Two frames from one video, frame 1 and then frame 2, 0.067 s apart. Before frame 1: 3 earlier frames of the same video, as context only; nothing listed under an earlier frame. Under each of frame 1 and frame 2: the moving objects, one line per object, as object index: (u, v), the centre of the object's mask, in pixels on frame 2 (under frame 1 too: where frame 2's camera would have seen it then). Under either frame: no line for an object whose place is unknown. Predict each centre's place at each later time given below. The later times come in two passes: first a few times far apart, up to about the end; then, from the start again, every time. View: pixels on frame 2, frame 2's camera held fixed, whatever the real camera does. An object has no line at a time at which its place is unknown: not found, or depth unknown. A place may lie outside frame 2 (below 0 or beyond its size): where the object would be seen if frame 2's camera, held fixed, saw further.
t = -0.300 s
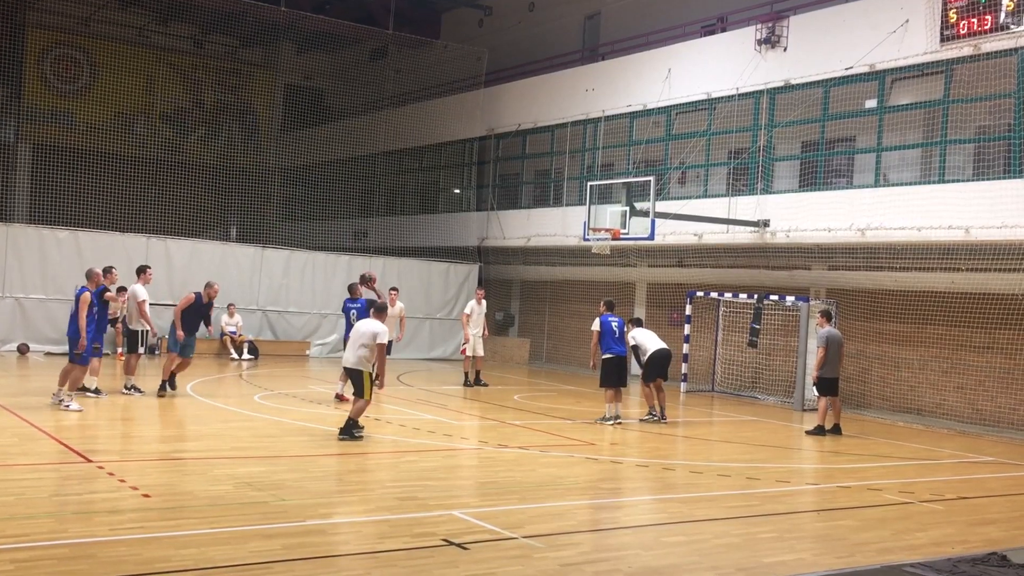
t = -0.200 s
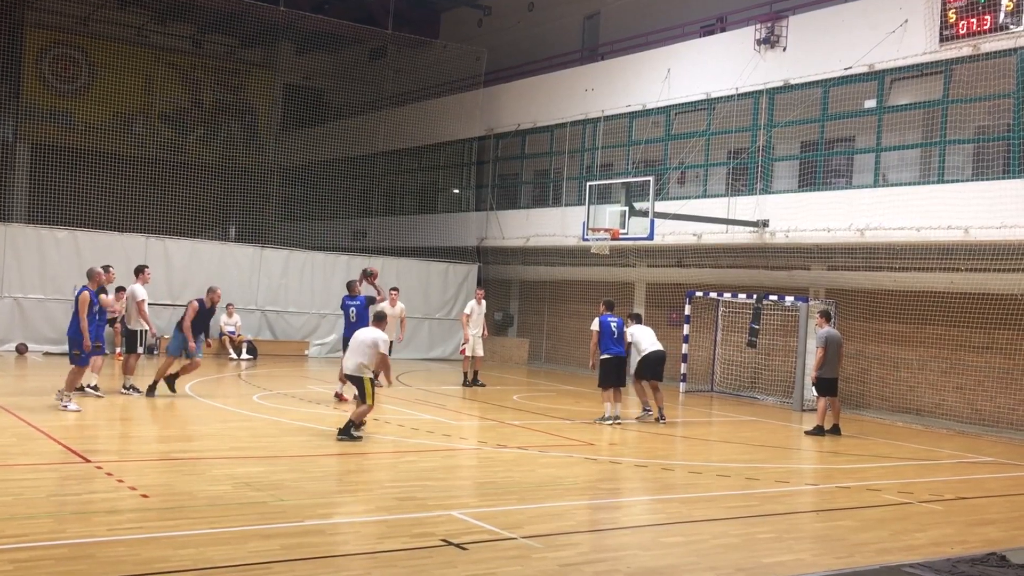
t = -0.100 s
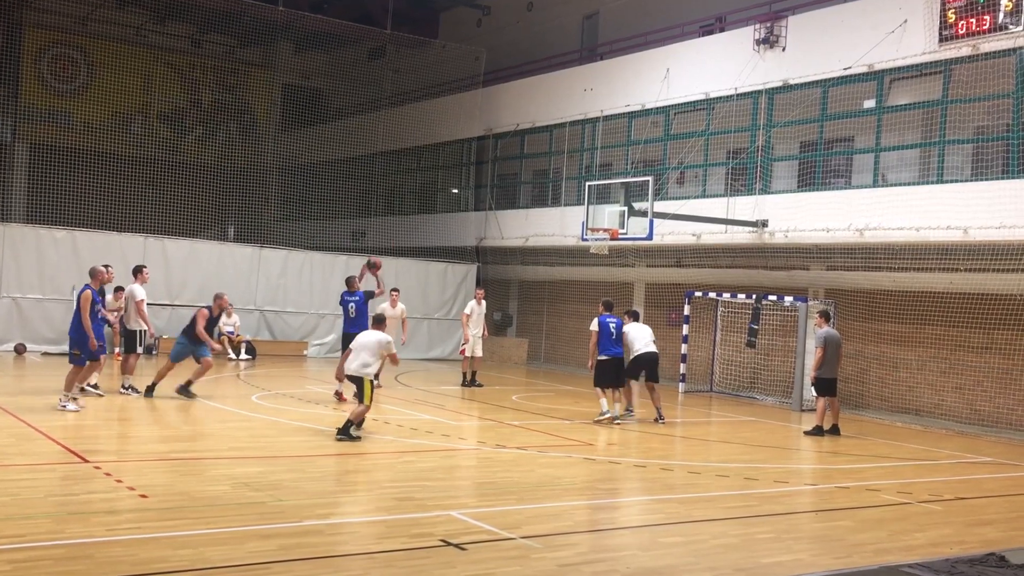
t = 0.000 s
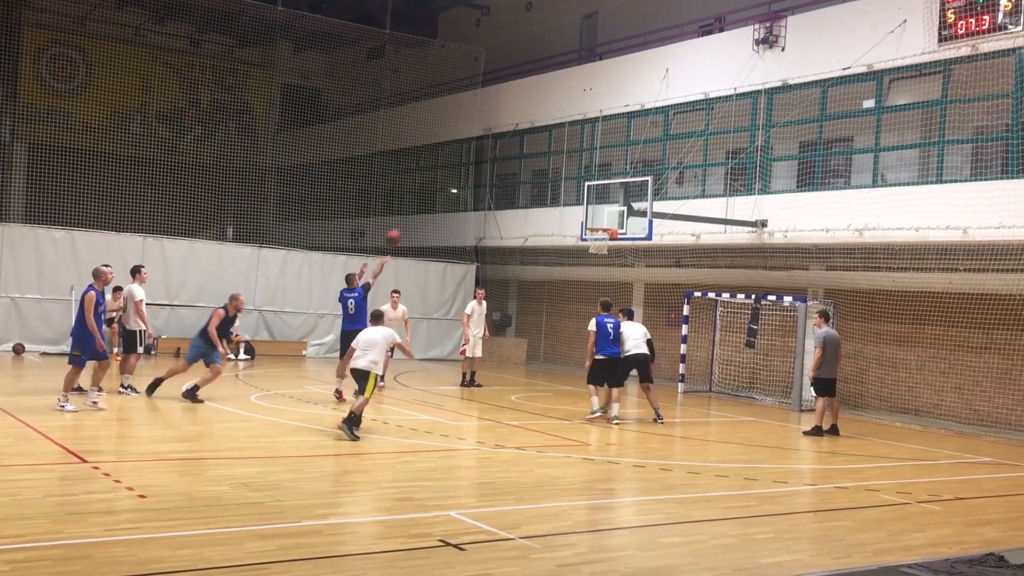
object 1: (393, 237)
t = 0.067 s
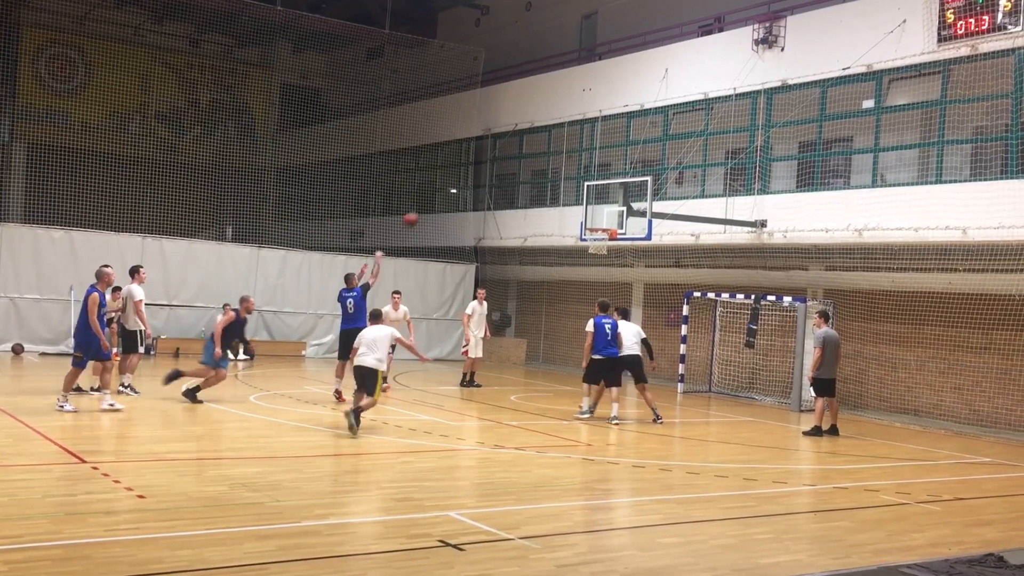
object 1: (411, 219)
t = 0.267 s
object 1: (461, 182)
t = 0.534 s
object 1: (523, 171)
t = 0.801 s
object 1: (579, 201)
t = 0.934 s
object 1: (602, 221)
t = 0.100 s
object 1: (420, 211)
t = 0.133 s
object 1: (428, 203)
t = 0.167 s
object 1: (438, 195)
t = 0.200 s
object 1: (445, 189)
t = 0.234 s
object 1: (453, 185)
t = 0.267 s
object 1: (461, 182)
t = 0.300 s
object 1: (470, 179)
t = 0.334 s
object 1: (478, 176)
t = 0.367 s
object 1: (485, 174)
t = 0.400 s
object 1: (494, 170)
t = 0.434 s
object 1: (502, 169)
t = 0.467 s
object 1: (508, 169)
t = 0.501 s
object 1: (516, 169)
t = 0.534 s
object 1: (523, 171)
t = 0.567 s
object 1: (530, 173)
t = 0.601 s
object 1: (538, 174)
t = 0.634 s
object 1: (545, 176)
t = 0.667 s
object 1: (553, 180)
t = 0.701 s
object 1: (559, 184)
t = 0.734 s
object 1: (565, 189)
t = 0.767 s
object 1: (571, 194)
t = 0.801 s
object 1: (579, 201)
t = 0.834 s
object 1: (587, 208)
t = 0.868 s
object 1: (592, 215)
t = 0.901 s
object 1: (598, 221)
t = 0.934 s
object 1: (602, 221)
